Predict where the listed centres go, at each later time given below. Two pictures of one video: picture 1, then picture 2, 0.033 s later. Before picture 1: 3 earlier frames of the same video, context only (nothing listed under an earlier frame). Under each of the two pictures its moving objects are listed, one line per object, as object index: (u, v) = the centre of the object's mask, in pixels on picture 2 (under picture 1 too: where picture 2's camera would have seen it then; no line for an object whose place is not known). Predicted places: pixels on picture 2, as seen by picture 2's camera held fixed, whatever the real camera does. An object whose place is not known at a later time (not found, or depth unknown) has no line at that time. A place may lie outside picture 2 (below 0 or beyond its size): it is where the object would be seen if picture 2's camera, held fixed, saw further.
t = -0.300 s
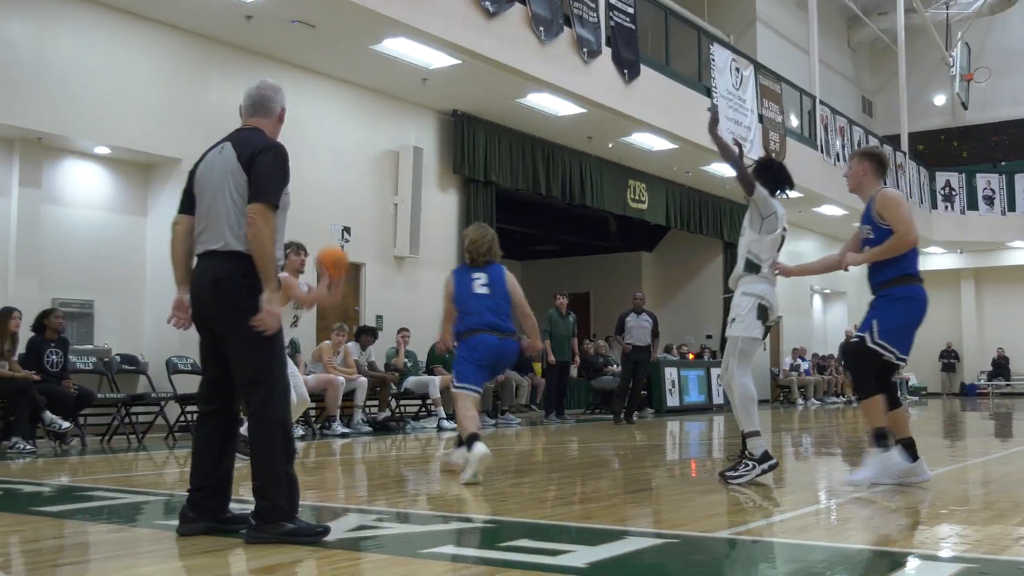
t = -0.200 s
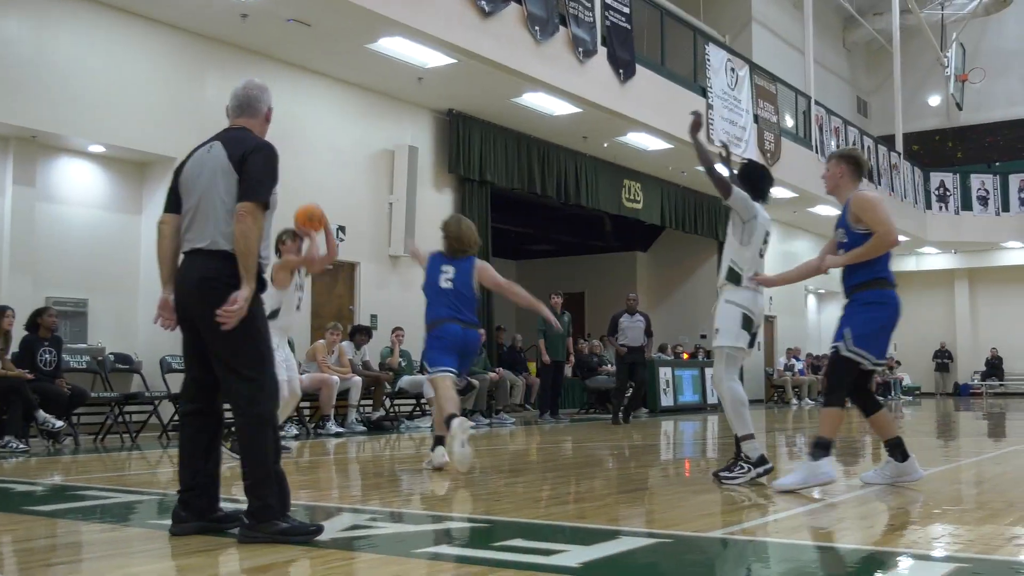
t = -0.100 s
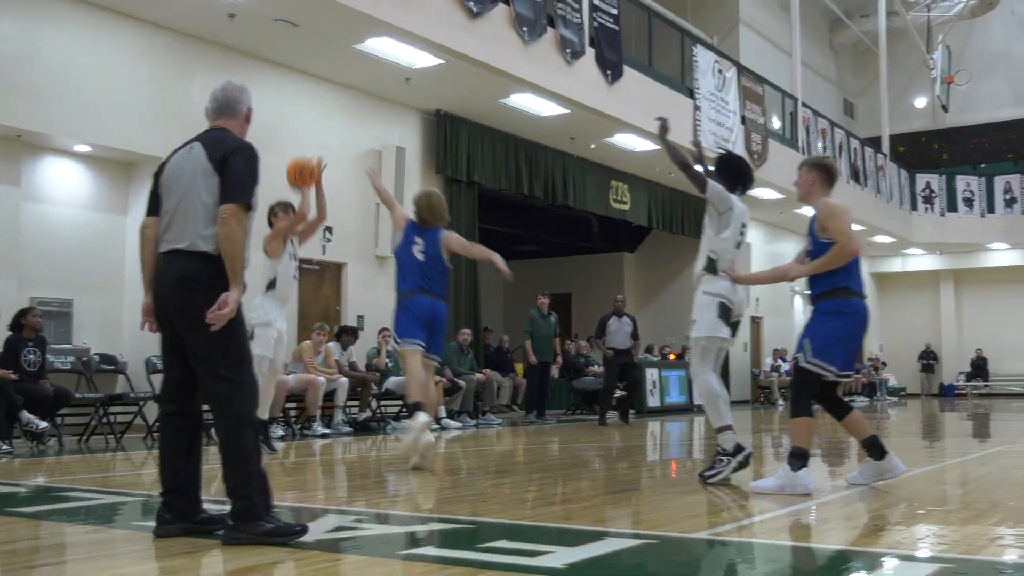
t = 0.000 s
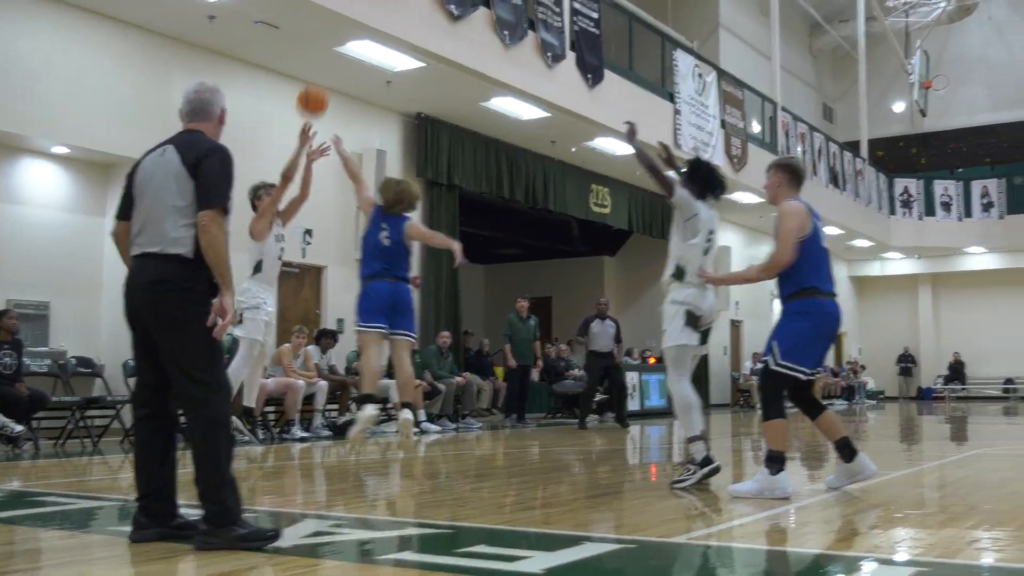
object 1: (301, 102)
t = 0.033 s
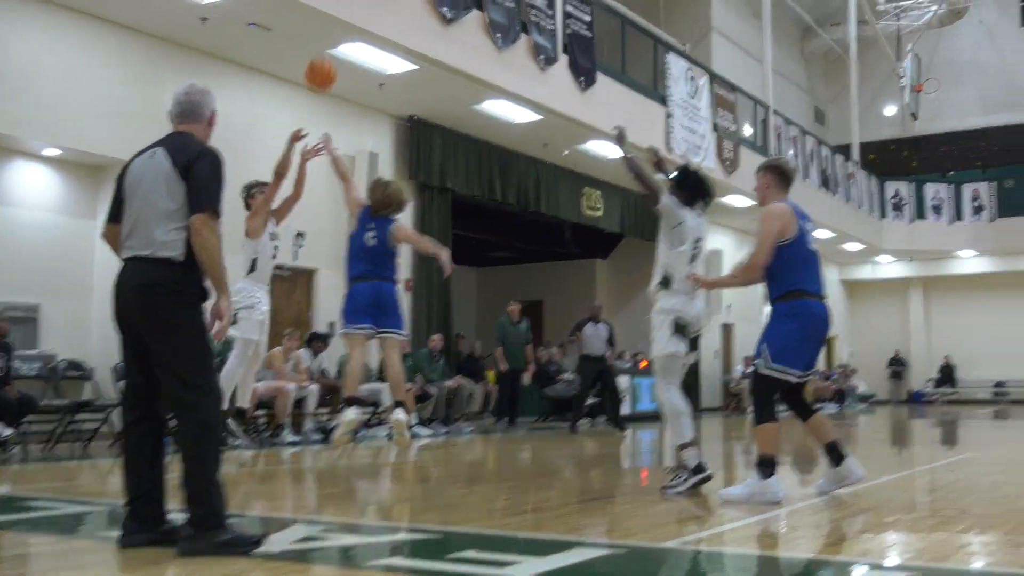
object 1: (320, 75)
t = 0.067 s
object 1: (338, 45)
